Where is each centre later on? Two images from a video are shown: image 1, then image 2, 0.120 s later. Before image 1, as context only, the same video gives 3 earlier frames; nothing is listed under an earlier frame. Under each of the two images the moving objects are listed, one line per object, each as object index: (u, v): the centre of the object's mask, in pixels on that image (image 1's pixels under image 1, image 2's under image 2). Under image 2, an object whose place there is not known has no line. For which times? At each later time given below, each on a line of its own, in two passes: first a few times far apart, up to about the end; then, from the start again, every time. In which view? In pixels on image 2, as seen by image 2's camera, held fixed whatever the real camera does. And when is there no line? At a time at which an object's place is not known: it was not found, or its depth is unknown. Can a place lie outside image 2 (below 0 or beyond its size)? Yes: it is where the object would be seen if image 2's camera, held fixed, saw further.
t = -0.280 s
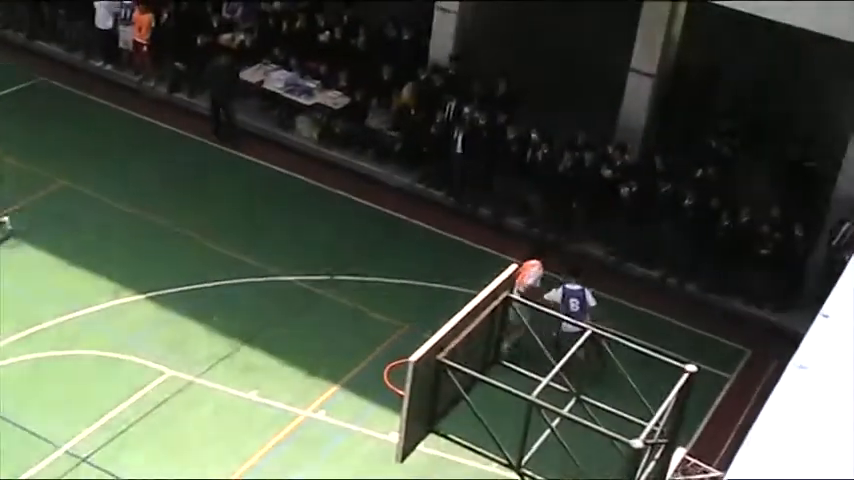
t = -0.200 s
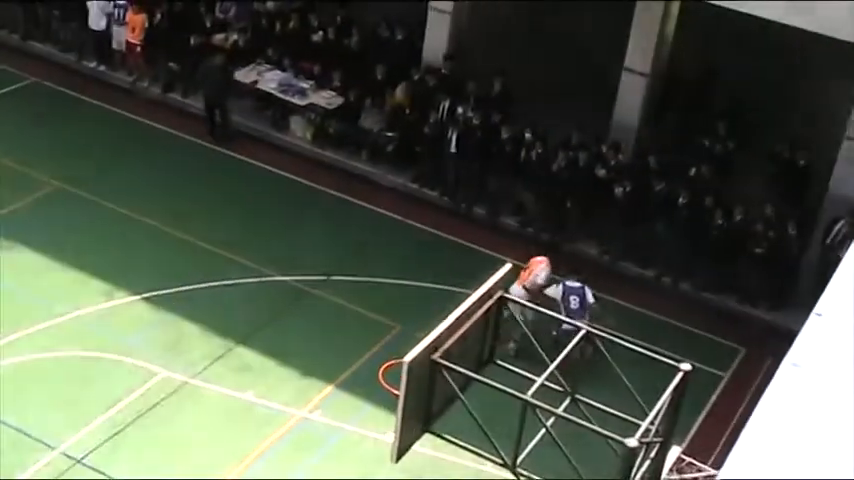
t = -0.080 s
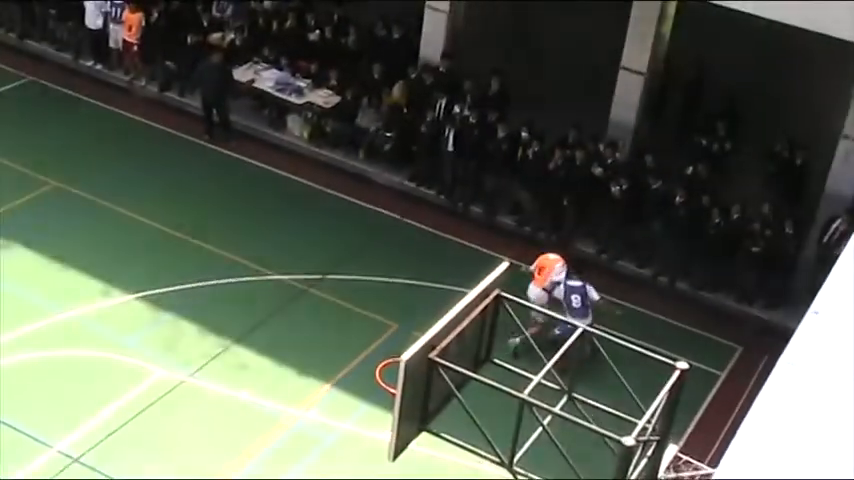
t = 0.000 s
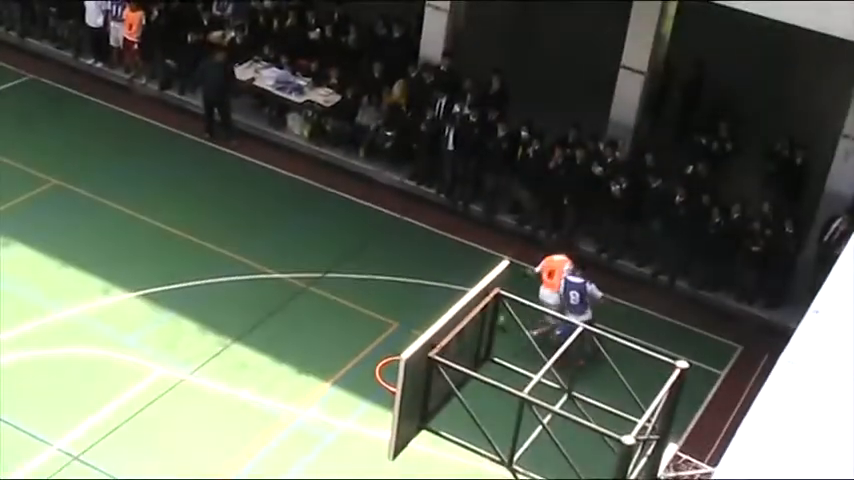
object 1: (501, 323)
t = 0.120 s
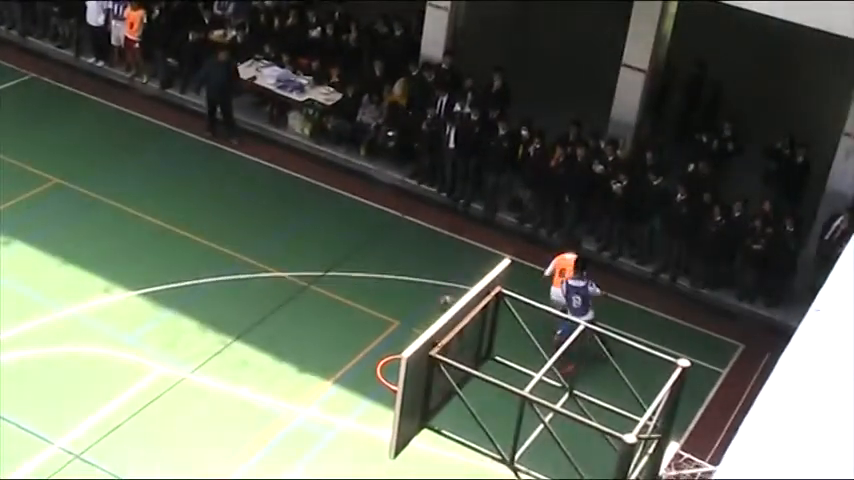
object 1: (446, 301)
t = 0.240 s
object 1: (400, 289)
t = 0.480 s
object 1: (323, 264)
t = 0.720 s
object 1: (270, 245)
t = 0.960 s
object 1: (221, 229)
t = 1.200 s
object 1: (176, 212)
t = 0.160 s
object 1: (428, 298)
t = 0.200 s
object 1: (415, 294)
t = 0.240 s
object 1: (400, 289)
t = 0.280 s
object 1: (385, 284)
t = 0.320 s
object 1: (370, 280)
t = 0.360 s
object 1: (358, 277)
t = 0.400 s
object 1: (346, 272)
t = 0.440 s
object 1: (334, 268)
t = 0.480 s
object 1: (323, 264)
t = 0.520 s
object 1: (314, 262)
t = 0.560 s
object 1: (306, 258)
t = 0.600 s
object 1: (297, 255)
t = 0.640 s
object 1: (286, 251)
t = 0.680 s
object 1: (277, 248)
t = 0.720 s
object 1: (270, 245)
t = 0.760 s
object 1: (262, 243)
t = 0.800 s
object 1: (253, 239)
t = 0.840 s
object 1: (245, 236)
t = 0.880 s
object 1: (238, 235)
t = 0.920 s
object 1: (229, 232)
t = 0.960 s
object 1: (221, 229)
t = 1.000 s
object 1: (215, 226)
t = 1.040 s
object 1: (208, 223)
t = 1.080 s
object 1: (199, 220)
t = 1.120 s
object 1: (191, 217)
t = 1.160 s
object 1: (184, 215)
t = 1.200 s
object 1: (176, 212)
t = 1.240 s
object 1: (169, 209)
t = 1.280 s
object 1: (161, 205)
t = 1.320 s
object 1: (153, 202)
